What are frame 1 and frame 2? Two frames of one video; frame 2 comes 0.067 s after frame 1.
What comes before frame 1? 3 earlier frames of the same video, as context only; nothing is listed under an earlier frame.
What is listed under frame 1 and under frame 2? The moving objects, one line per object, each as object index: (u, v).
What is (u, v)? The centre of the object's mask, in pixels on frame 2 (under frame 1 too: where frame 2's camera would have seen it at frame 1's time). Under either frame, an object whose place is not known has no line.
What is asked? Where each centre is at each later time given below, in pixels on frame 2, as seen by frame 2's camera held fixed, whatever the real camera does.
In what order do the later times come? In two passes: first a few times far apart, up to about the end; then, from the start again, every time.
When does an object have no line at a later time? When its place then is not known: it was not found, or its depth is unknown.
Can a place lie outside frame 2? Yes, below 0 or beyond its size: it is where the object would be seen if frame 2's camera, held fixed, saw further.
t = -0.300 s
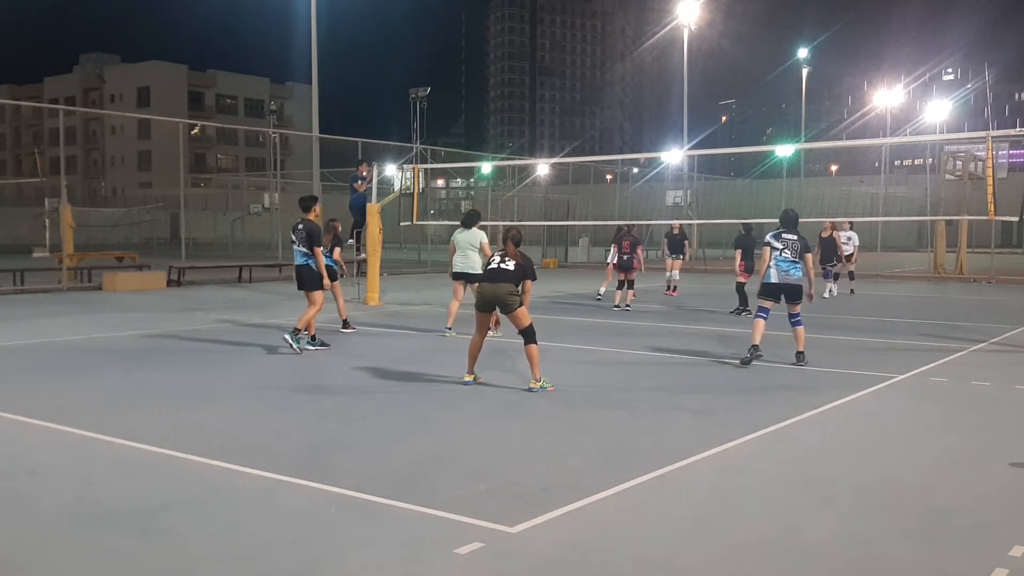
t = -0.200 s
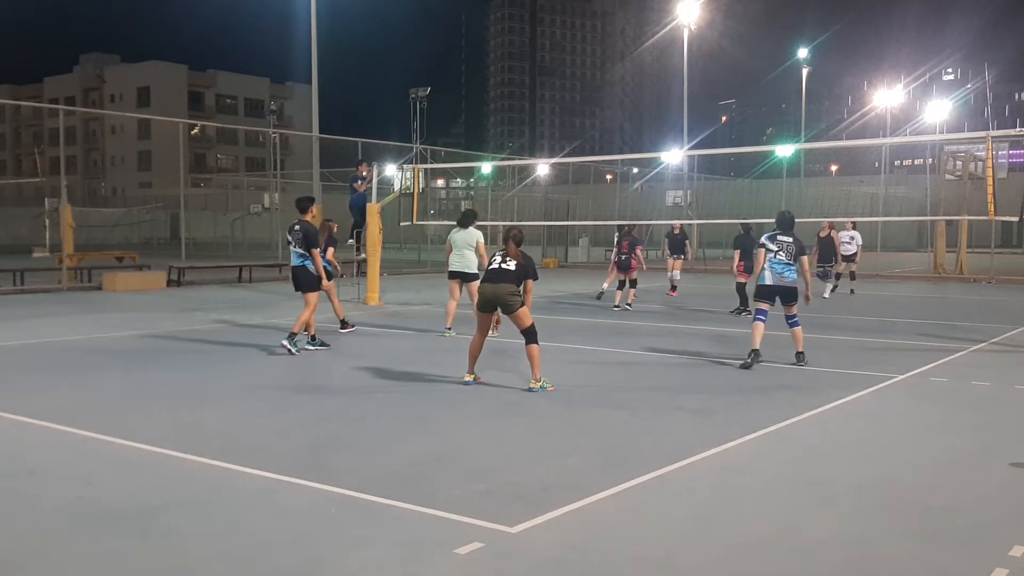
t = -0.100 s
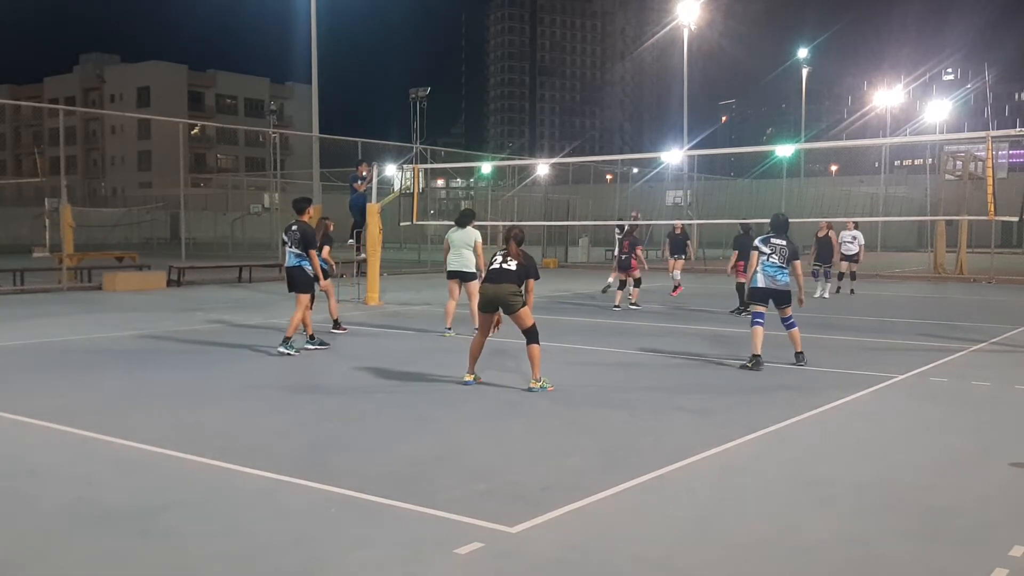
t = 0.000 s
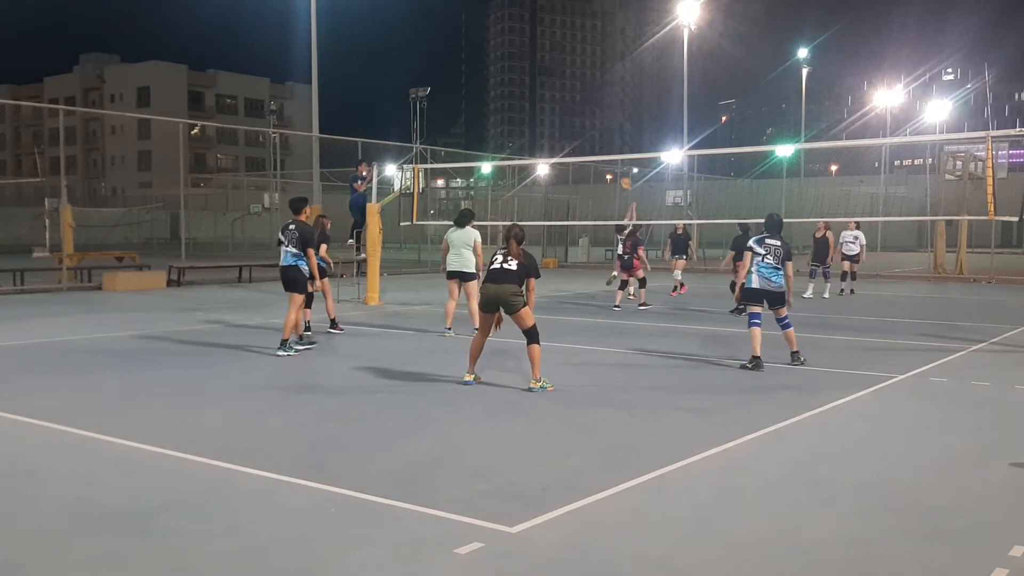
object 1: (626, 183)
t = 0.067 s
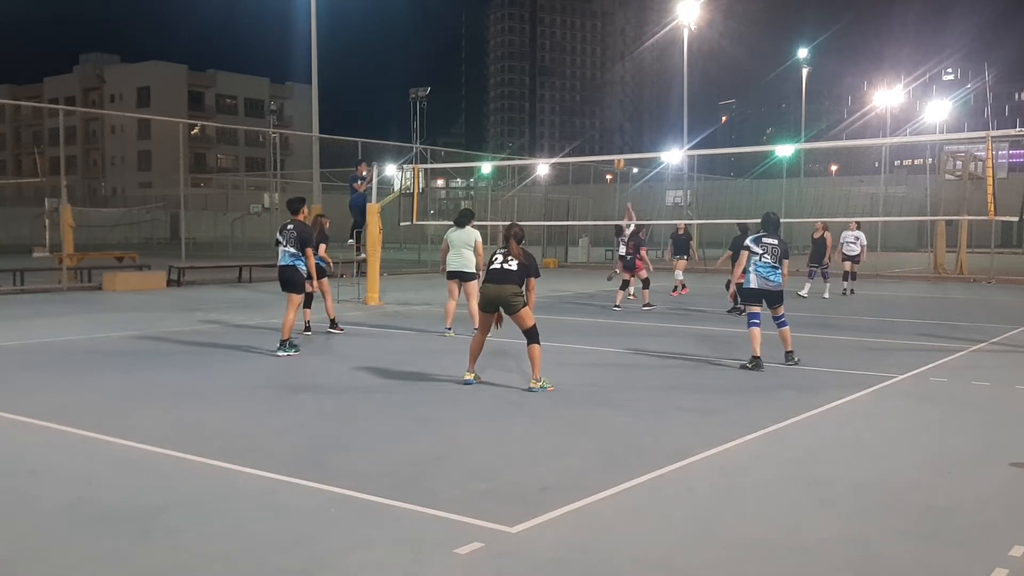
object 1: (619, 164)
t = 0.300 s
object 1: (594, 102)
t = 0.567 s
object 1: (562, 65)
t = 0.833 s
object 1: (524, 71)
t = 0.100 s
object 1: (615, 151)
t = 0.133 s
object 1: (613, 144)
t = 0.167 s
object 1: (609, 134)
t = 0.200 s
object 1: (606, 123)
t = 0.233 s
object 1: (602, 116)
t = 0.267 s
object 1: (599, 108)
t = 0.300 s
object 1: (594, 102)
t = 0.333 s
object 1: (590, 94)
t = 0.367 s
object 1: (586, 89)
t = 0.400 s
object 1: (582, 84)
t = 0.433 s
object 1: (578, 78)
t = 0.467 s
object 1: (574, 73)
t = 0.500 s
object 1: (569, 69)
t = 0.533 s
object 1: (566, 66)
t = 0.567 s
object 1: (562, 65)
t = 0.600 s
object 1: (557, 62)
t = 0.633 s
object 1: (552, 62)
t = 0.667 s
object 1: (548, 61)
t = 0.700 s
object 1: (544, 62)
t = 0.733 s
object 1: (539, 62)
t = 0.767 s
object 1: (534, 65)
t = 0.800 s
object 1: (529, 67)
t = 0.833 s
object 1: (524, 71)
